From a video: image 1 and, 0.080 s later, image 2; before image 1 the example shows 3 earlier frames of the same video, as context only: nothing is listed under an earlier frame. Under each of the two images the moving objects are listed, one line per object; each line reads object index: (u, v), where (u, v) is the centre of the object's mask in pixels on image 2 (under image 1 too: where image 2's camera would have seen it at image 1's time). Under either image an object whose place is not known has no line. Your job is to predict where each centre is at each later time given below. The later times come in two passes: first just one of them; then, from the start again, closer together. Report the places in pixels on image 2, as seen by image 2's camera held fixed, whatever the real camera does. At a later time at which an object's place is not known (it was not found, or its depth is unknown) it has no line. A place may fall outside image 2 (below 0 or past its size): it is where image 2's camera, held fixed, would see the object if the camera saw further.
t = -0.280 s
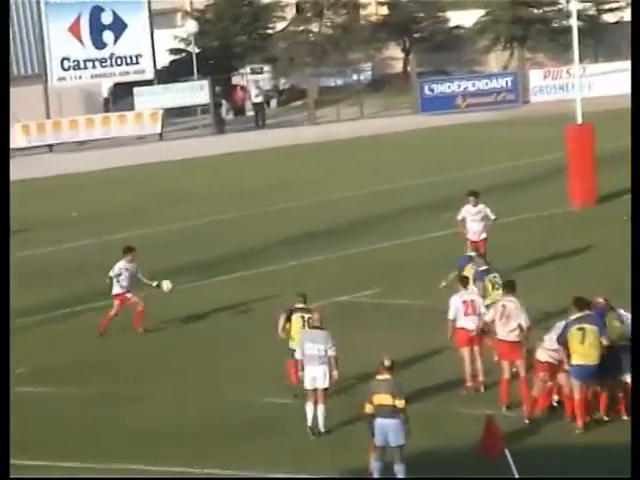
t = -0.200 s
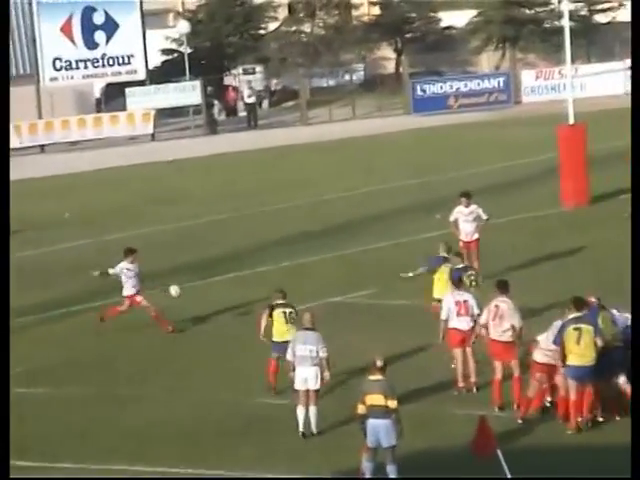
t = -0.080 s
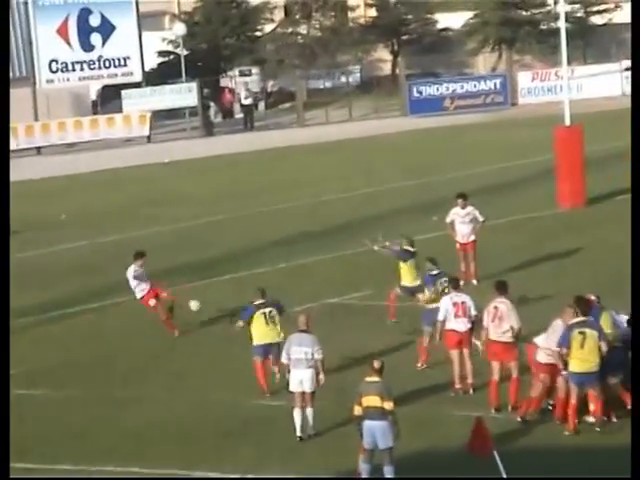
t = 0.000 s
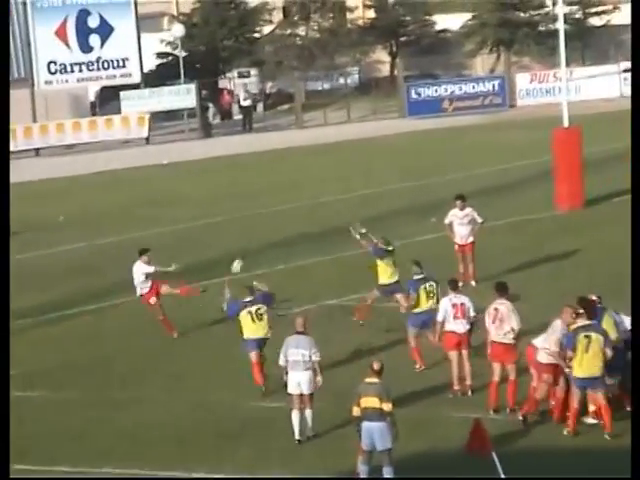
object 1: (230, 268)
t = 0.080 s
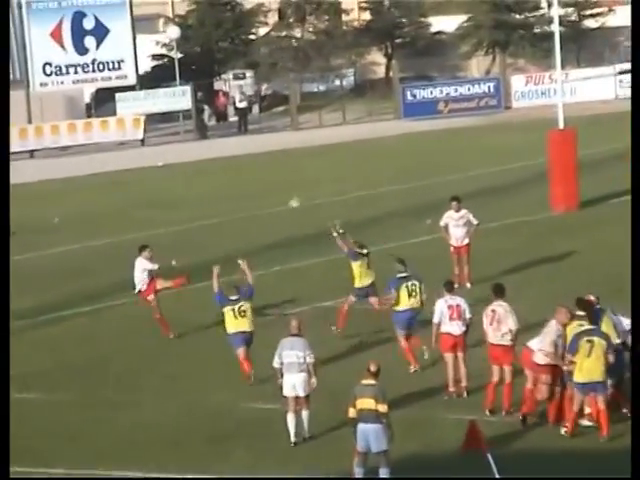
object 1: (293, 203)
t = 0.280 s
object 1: (470, 56)
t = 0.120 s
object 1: (325, 172)
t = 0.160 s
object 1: (359, 142)
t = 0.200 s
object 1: (394, 112)
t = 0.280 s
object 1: (470, 56)
